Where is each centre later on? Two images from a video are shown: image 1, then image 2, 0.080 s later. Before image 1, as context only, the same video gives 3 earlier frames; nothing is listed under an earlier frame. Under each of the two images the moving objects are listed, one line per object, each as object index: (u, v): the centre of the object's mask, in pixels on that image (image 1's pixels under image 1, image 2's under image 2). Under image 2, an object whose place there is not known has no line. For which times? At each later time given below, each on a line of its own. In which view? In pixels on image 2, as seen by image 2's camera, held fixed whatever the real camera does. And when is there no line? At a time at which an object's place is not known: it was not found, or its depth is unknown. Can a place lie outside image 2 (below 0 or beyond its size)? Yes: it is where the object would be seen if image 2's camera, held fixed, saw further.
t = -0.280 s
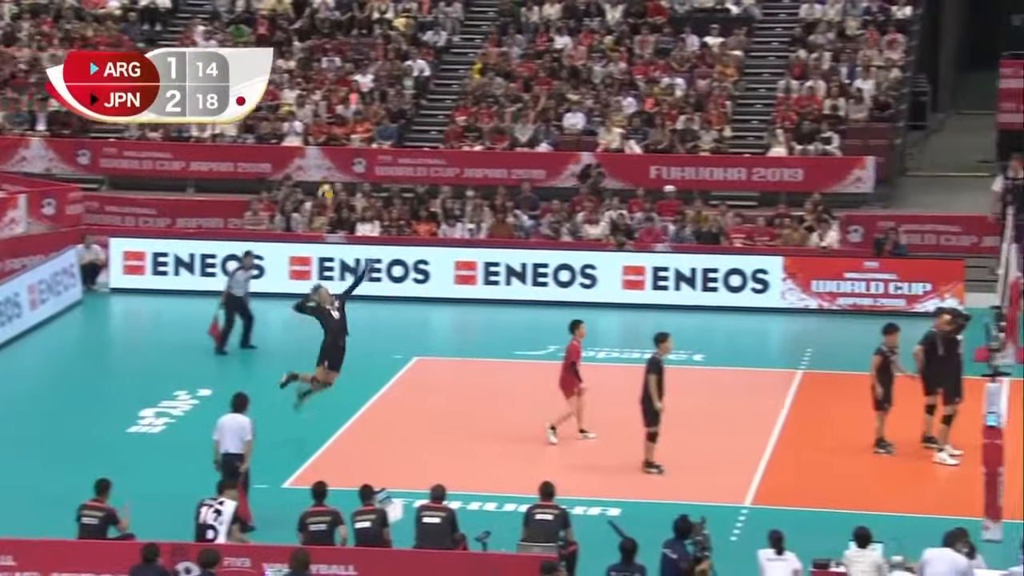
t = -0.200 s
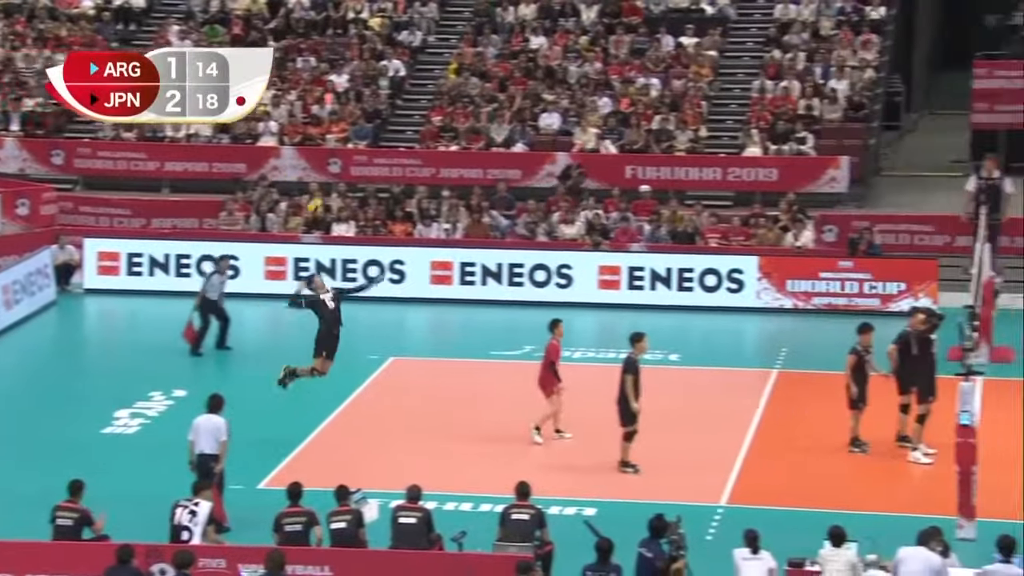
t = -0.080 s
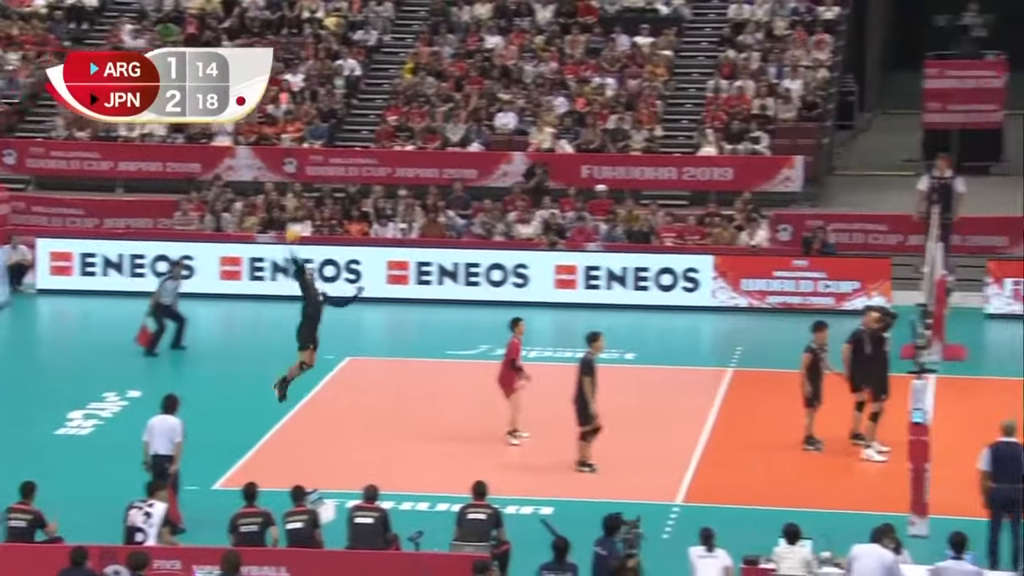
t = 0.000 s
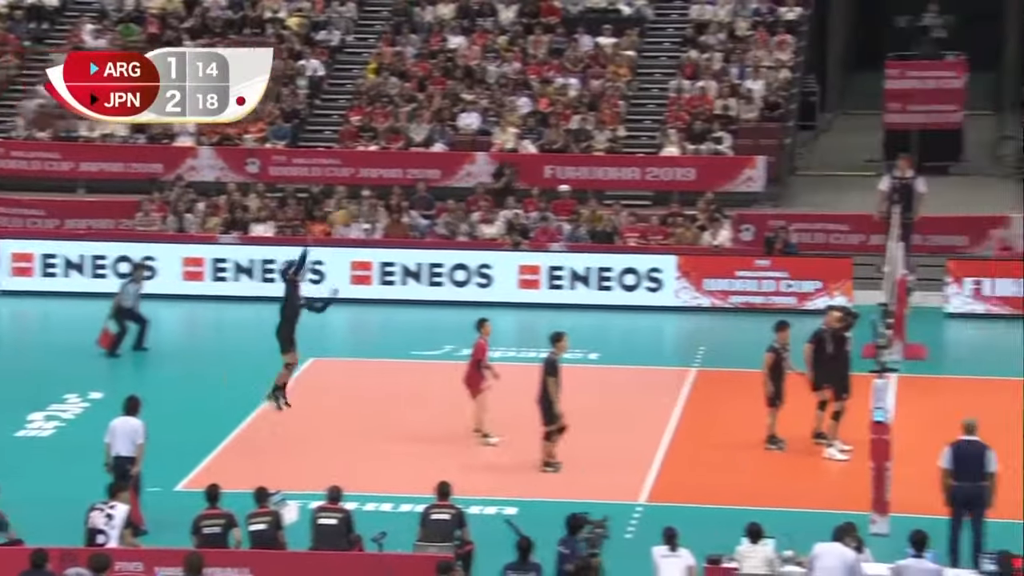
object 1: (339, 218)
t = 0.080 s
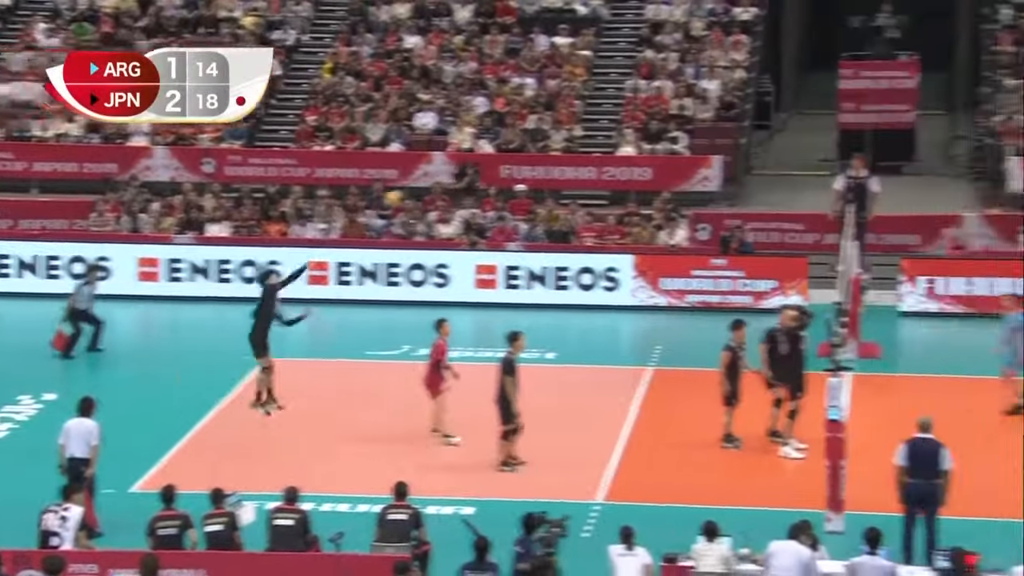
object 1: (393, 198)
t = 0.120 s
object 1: (440, 191)
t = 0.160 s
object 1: (486, 186)
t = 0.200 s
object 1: (528, 181)
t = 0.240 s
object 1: (574, 178)
